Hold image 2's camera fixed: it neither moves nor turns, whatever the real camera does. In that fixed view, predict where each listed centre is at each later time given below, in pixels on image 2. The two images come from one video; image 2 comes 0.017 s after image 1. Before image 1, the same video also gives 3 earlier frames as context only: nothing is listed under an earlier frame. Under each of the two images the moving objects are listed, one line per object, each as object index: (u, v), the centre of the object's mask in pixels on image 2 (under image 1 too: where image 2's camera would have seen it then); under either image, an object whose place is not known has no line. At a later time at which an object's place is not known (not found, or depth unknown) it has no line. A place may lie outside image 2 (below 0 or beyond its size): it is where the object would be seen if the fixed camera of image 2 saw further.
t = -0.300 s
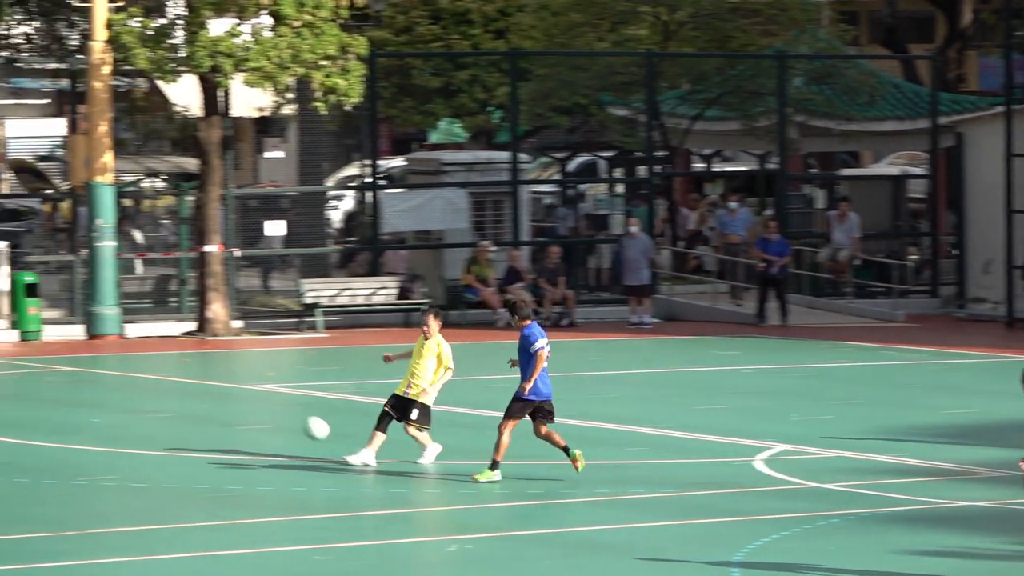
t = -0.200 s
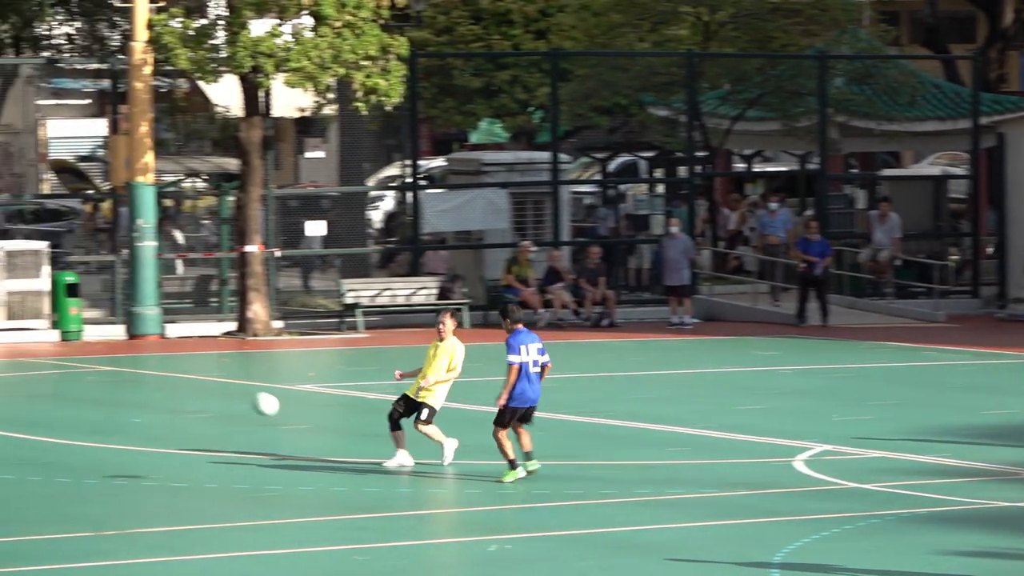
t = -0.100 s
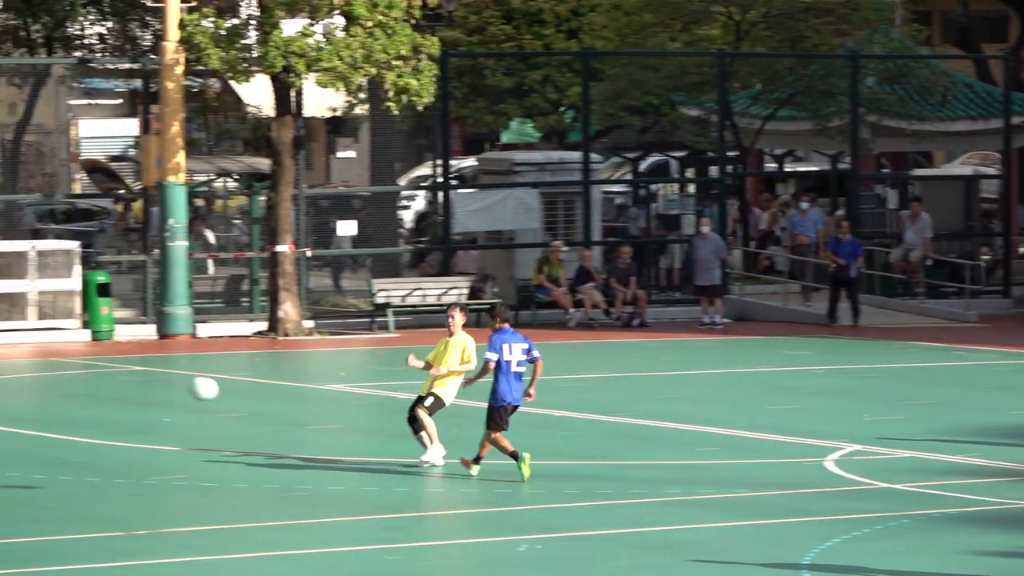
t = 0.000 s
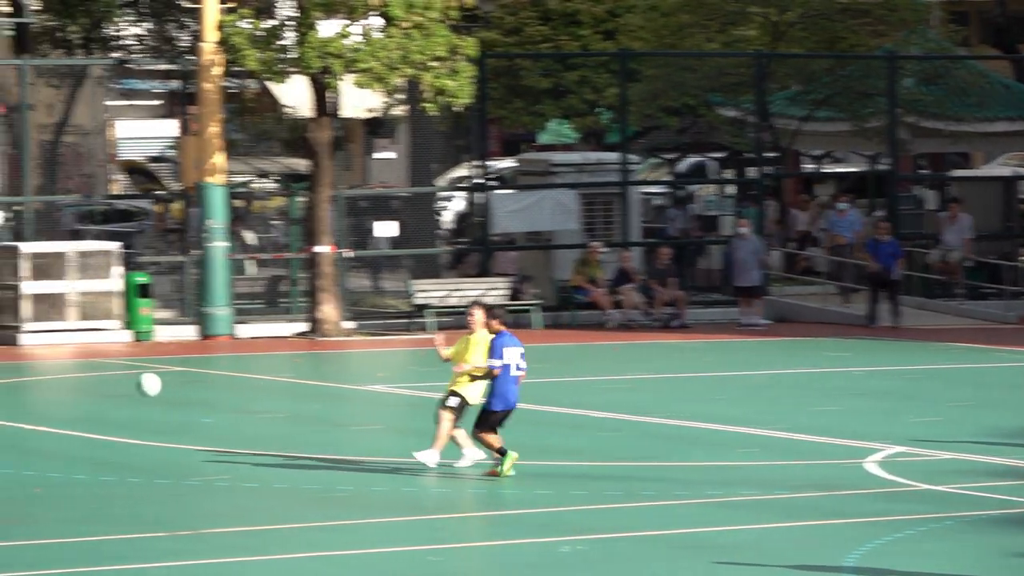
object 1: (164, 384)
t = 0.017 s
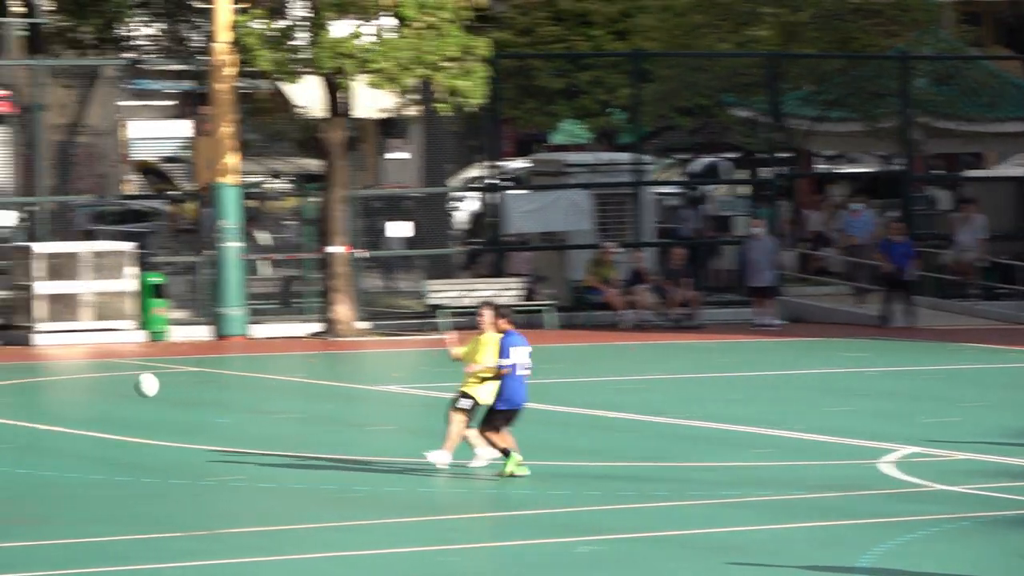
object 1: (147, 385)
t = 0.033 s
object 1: (131, 385)
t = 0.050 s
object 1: (114, 386)
